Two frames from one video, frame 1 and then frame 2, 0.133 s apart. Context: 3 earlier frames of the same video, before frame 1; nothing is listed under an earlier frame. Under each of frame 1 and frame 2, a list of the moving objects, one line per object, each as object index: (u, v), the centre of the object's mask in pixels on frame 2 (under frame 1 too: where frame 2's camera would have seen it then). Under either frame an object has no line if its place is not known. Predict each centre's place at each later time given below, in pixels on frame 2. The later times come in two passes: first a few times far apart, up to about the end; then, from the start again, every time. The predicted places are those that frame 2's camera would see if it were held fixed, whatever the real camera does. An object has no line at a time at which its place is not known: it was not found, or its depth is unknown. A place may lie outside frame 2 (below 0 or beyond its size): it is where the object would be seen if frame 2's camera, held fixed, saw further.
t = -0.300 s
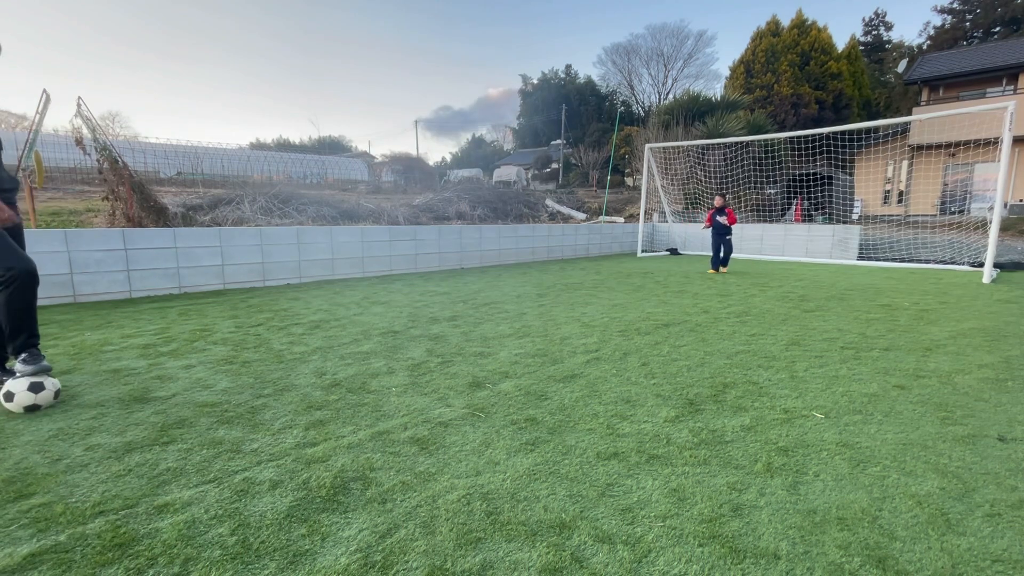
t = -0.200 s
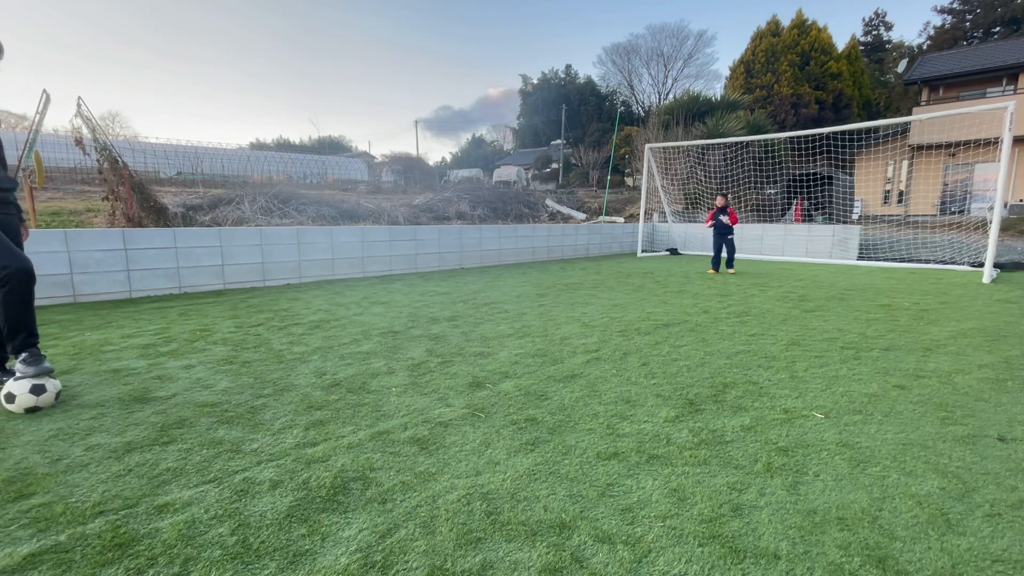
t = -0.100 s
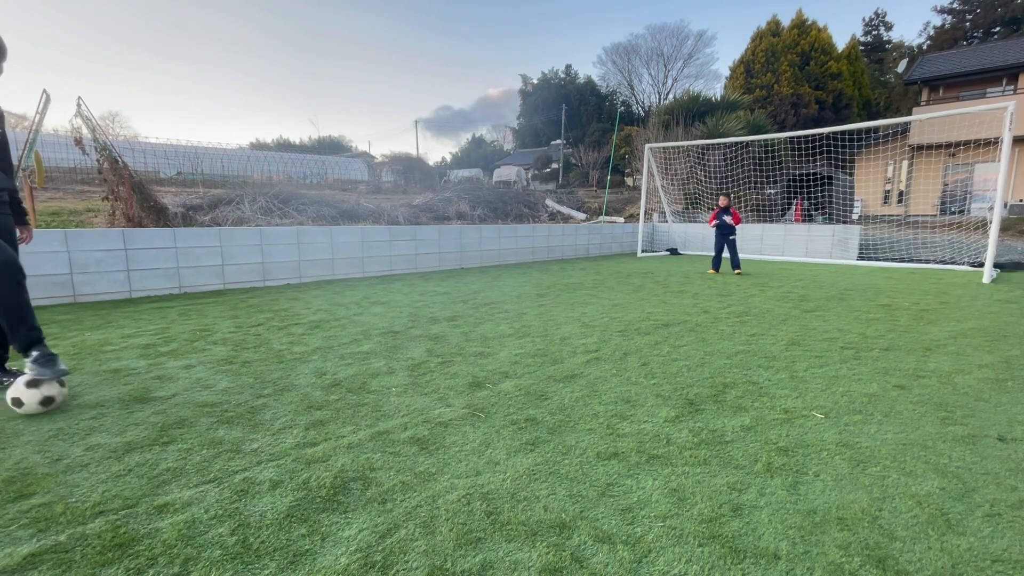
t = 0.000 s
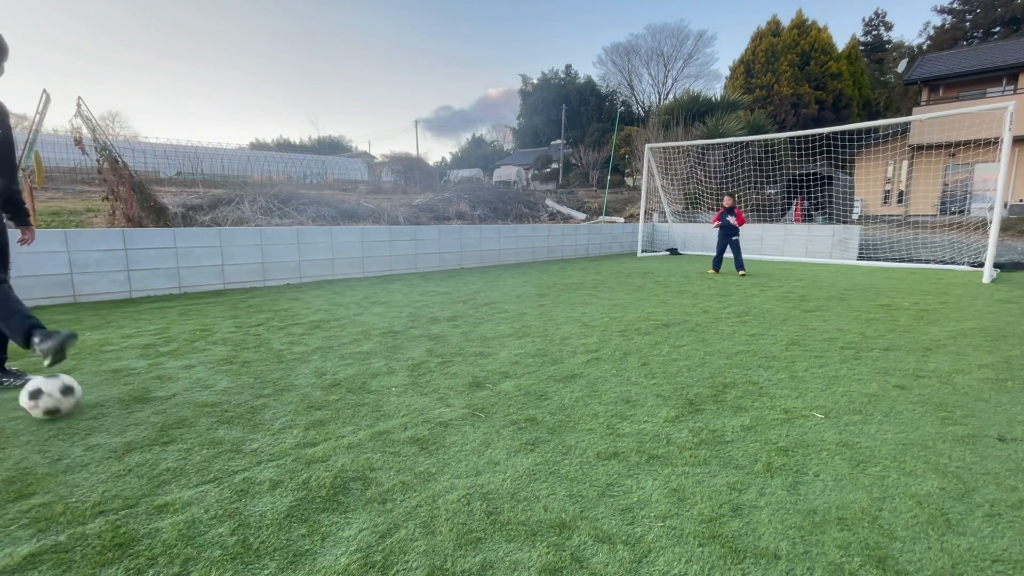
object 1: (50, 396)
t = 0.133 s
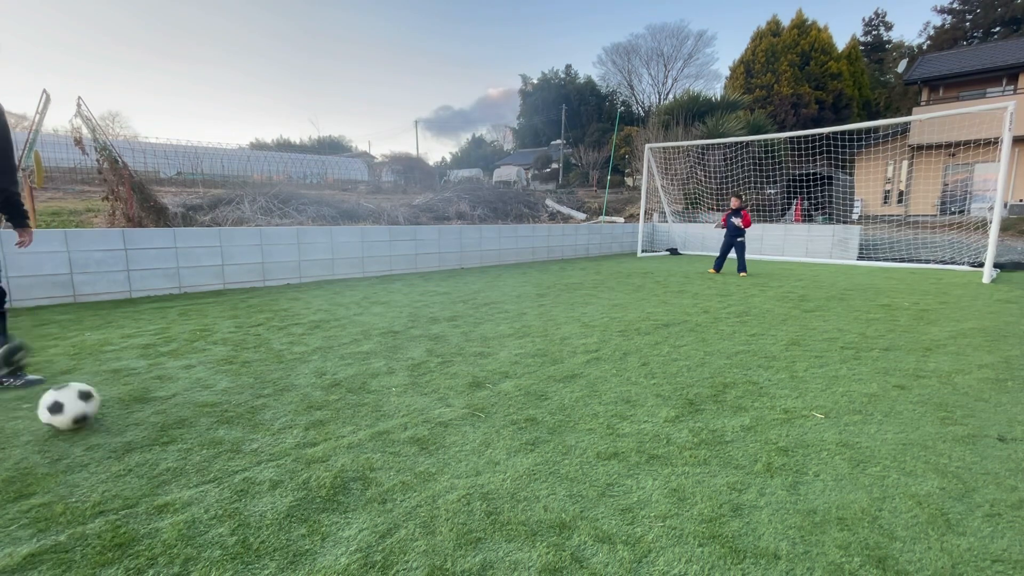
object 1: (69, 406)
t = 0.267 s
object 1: (88, 415)
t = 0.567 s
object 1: (134, 441)
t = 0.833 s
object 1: (180, 467)
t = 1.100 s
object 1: (233, 495)
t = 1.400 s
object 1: (297, 524)
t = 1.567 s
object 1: (335, 538)
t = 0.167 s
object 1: (73, 408)
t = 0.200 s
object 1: (78, 410)
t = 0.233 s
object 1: (82, 412)
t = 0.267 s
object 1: (88, 415)
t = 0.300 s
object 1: (93, 419)
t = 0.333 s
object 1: (97, 420)
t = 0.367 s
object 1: (102, 424)
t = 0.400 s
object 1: (107, 427)
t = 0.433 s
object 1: (113, 429)
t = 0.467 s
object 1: (118, 433)
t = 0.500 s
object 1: (123, 436)
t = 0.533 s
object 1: (128, 438)
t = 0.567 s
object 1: (134, 441)
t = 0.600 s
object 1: (140, 445)
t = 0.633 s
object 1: (145, 447)
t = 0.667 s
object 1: (151, 450)
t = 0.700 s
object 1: (156, 453)
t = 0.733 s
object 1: (162, 457)
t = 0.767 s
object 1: (168, 460)
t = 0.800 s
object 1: (174, 463)
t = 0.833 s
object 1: (180, 467)
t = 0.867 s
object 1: (186, 470)
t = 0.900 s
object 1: (192, 473)
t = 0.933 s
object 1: (199, 477)
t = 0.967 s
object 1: (206, 480)
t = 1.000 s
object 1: (213, 484)
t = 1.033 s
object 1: (219, 488)
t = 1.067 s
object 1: (226, 491)
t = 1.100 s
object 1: (233, 495)
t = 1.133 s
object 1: (240, 499)
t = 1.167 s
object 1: (247, 501)
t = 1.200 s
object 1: (254, 505)
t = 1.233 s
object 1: (260, 507)
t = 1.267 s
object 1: (268, 510)
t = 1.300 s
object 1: (276, 515)
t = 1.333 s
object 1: (282, 517)
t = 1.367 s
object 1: (289, 520)
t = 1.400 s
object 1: (297, 524)
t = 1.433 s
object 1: (305, 528)
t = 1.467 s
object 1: (311, 531)
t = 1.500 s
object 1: (319, 534)
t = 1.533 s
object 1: (327, 536)
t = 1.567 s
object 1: (335, 538)
